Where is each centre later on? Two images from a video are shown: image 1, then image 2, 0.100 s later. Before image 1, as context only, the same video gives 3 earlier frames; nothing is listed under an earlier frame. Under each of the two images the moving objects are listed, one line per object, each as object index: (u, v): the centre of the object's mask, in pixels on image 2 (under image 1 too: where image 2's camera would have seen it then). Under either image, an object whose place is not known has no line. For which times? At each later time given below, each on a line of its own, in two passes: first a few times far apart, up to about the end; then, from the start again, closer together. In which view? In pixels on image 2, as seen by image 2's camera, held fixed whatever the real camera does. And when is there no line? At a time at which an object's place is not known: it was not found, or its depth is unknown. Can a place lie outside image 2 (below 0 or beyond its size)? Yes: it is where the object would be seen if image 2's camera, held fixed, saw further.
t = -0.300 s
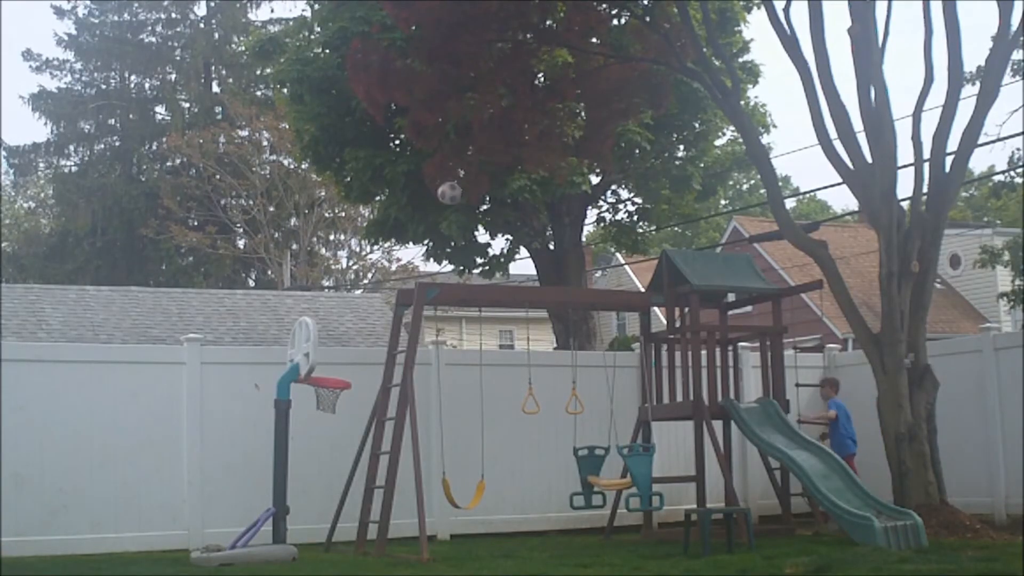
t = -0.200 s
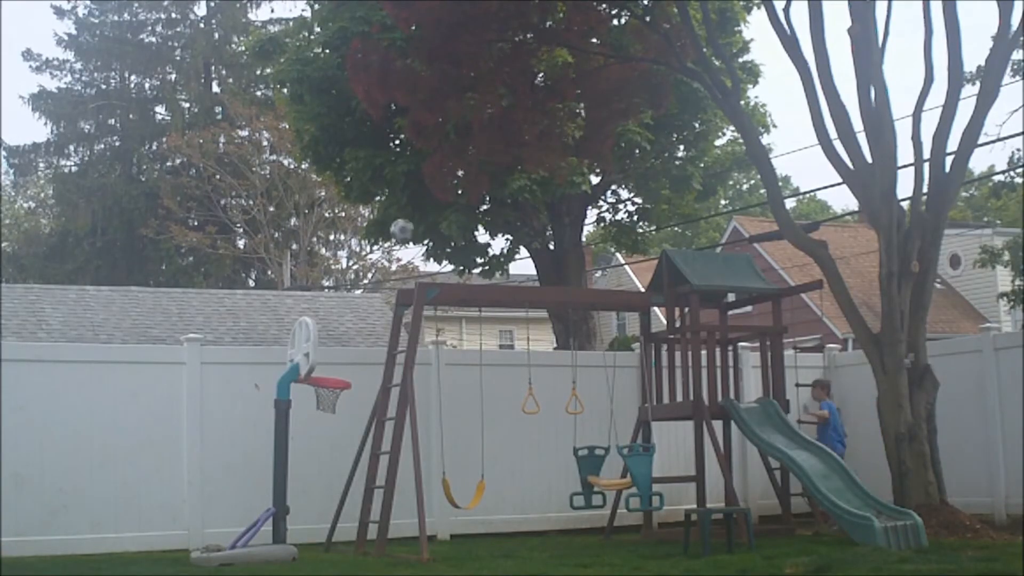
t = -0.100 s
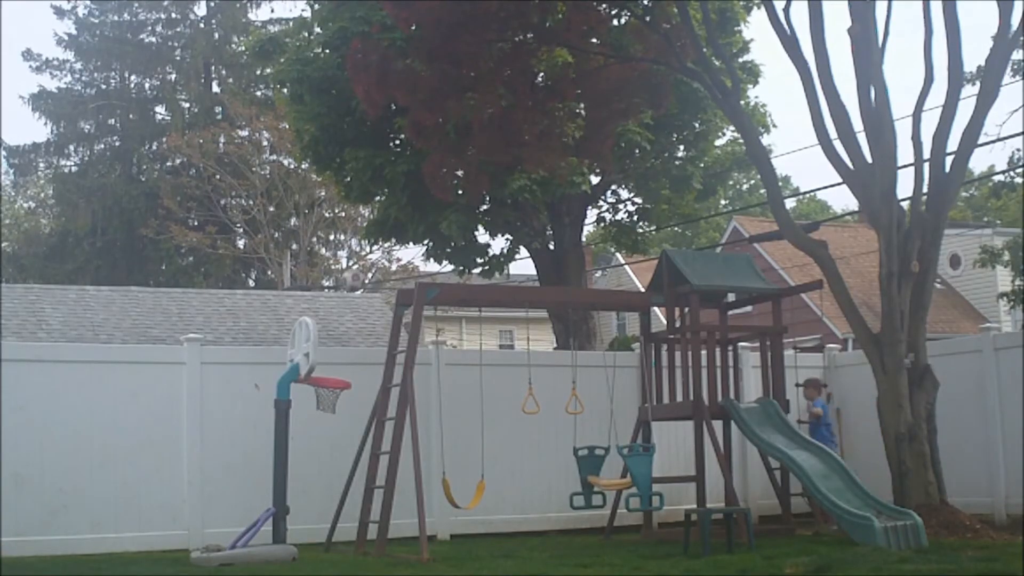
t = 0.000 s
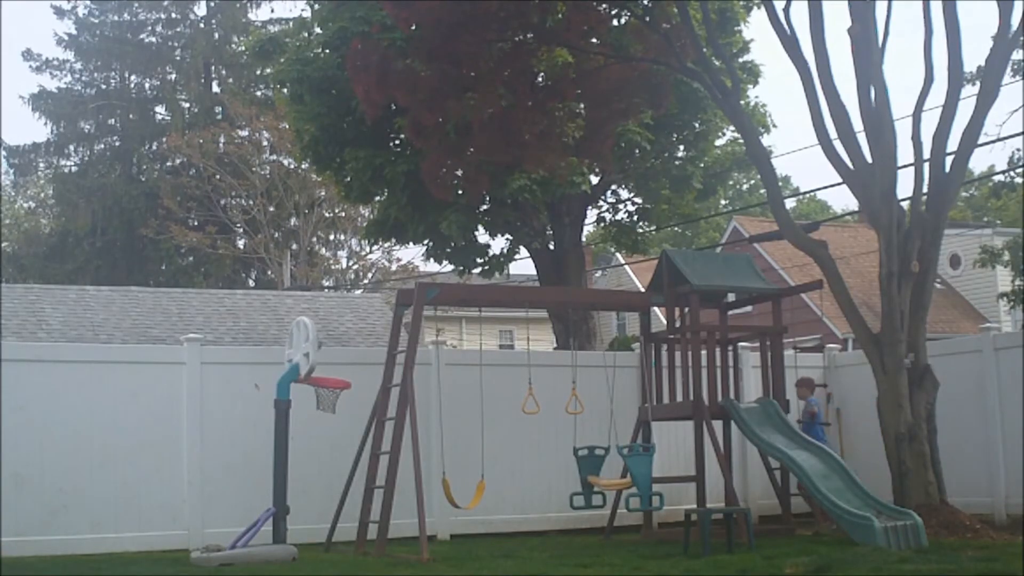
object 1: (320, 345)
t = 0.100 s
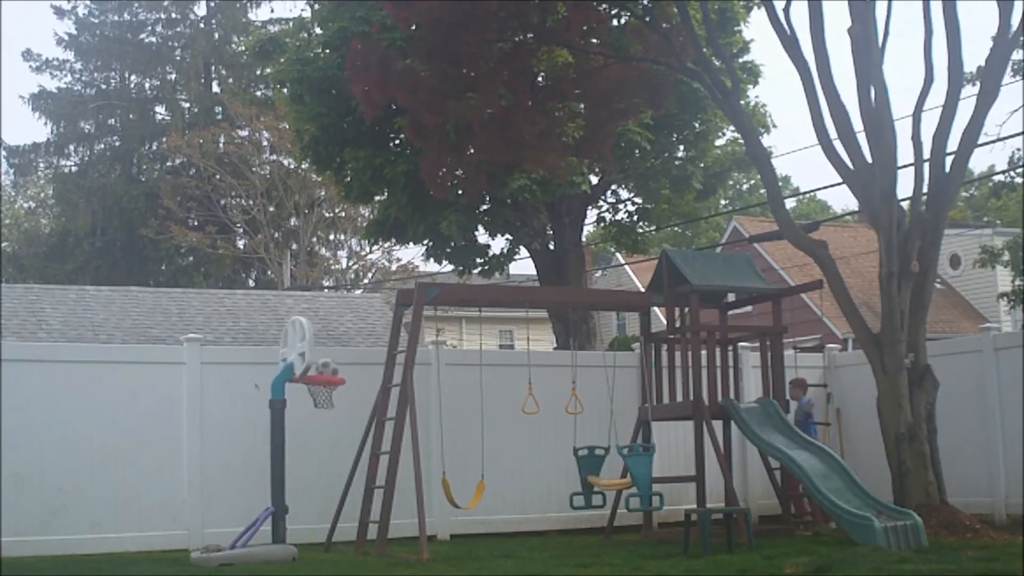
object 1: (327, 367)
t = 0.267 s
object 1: (373, 335)
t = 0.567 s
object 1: (333, 316)
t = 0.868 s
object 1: (325, 391)
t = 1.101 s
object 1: (338, 443)
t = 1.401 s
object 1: (356, 524)
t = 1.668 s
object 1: (367, 487)
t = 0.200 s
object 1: (354, 345)
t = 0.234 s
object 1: (364, 339)
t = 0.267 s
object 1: (373, 335)
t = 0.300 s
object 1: (380, 329)
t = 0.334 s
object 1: (375, 324)
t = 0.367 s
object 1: (369, 319)
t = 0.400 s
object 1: (362, 316)
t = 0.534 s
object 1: (339, 313)
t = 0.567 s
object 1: (333, 316)
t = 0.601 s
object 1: (327, 320)
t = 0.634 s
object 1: (323, 325)
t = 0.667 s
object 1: (320, 334)
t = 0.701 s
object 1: (320, 342)
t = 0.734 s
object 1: (321, 348)
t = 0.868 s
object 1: (325, 391)
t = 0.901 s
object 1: (331, 396)
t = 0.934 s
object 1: (333, 400)
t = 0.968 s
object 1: (334, 405)
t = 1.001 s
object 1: (335, 413)
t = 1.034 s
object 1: (336, 422)
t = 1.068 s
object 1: (337, 432)
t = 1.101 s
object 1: (338, 443)
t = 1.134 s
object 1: (340, 456)
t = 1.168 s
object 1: (342, 470)
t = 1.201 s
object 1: (343, 485)
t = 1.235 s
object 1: (344, 502)
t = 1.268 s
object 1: (345, 521)
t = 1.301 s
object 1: (347, 540)
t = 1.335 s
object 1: (349, 546)
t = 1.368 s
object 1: (353, 534)
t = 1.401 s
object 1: (356, 524)
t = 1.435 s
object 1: (358, 514)
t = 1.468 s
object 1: (360, 507)
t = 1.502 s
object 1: (361, 500)
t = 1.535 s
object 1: (363, 495)
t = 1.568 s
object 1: (365, 491)
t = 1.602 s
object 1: (367, 489)
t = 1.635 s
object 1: (367, 487)
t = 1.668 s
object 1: (367, 487)
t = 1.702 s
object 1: (367, 488)
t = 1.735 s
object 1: (366, 490)
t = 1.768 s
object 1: (366, 493)
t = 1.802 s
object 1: (365, 499)
